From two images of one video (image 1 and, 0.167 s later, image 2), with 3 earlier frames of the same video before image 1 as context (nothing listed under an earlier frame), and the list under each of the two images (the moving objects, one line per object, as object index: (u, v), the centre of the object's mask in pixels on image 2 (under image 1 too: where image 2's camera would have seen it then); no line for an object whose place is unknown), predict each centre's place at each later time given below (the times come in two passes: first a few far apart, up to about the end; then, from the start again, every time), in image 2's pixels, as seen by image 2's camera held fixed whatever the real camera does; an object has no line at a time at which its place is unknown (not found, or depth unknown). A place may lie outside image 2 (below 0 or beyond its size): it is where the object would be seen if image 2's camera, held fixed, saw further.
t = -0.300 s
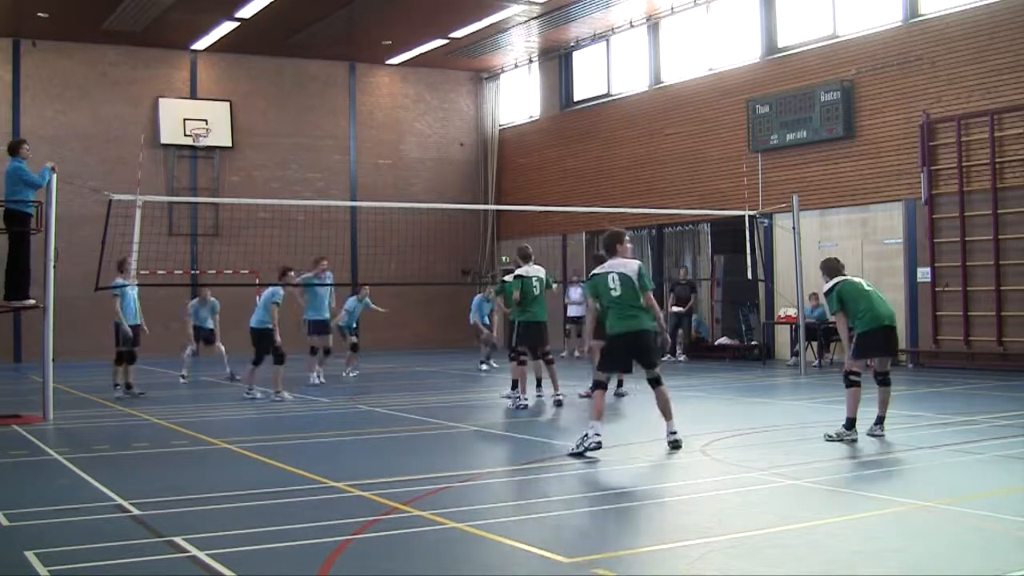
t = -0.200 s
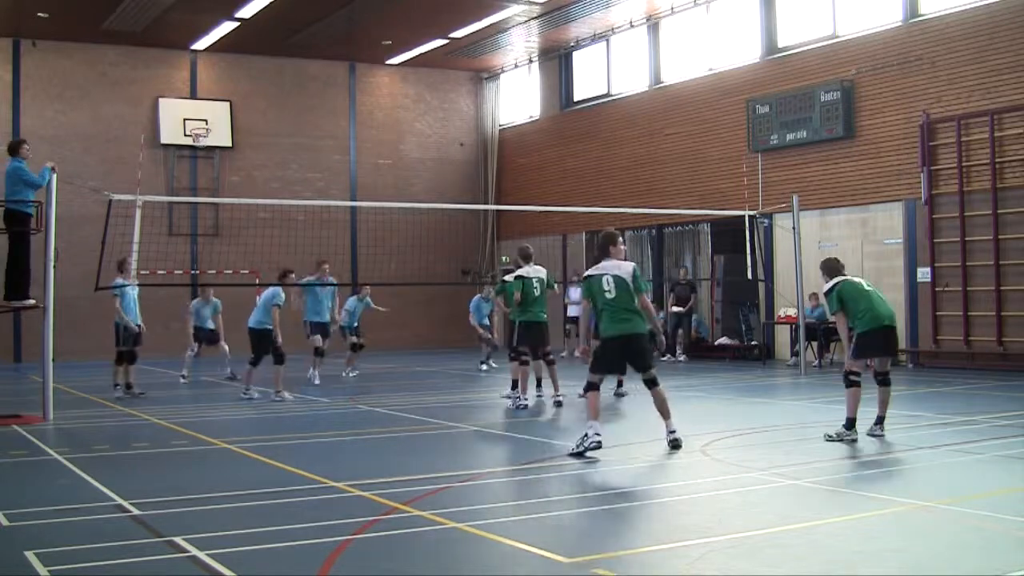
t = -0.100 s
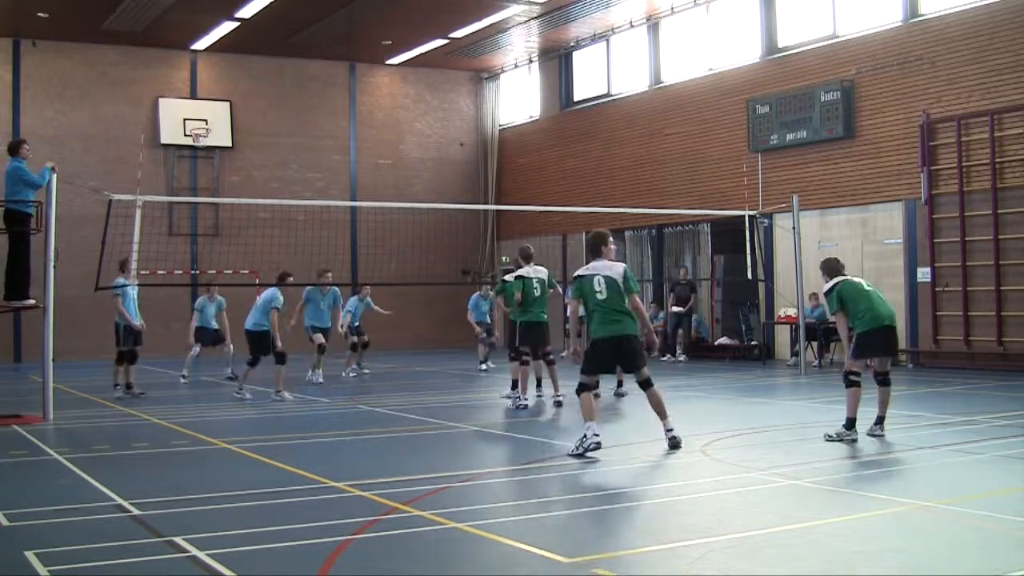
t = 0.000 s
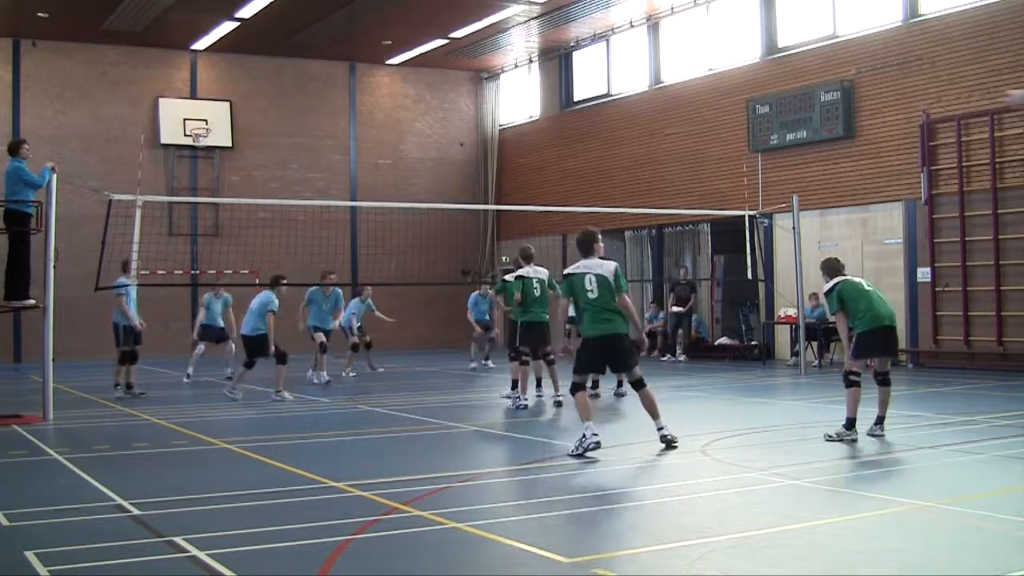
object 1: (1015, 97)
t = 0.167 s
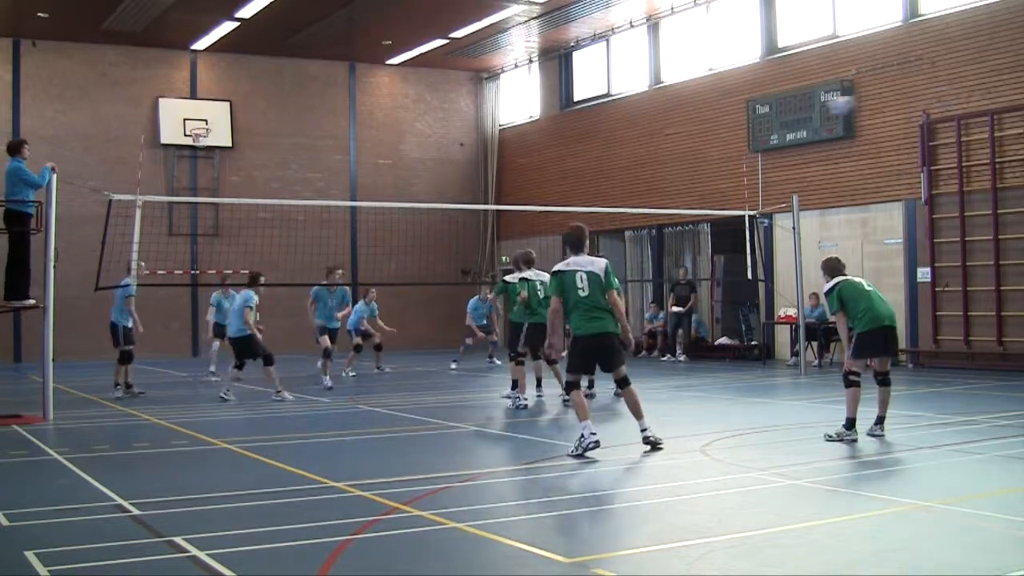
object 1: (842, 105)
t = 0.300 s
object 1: (731, 125)
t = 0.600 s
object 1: (547, 209)
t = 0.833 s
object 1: (442, 293)
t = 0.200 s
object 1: (807, 108)
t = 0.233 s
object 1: (785, 112)
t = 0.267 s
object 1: (756, 119)
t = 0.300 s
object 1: (731, 125)
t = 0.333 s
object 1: (708, 133)
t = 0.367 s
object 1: (685, 140)
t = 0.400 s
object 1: (663, 148)
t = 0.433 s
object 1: (641, 158)
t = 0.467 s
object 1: (622, 168)
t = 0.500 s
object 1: (602, 177)
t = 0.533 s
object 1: (584, 187)
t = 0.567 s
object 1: (565, 198)
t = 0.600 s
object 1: (547, 209)
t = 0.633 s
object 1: (531, 220)
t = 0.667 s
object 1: (514, 231)
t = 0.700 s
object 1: (500, 241)
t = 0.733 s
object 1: (484, 256)
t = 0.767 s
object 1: (470, 266)
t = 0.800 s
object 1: (456, 278)
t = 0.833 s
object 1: (442, 293)
